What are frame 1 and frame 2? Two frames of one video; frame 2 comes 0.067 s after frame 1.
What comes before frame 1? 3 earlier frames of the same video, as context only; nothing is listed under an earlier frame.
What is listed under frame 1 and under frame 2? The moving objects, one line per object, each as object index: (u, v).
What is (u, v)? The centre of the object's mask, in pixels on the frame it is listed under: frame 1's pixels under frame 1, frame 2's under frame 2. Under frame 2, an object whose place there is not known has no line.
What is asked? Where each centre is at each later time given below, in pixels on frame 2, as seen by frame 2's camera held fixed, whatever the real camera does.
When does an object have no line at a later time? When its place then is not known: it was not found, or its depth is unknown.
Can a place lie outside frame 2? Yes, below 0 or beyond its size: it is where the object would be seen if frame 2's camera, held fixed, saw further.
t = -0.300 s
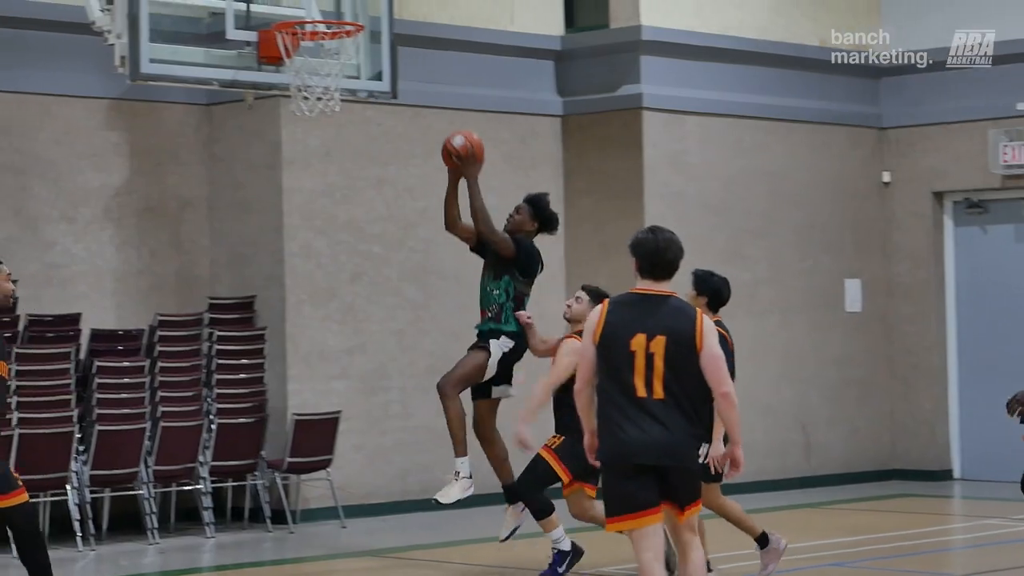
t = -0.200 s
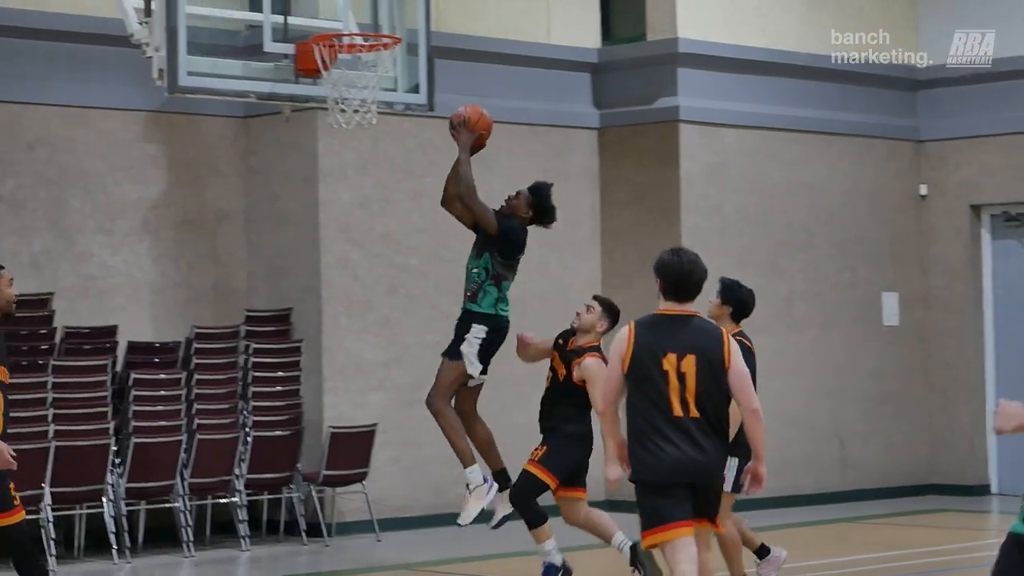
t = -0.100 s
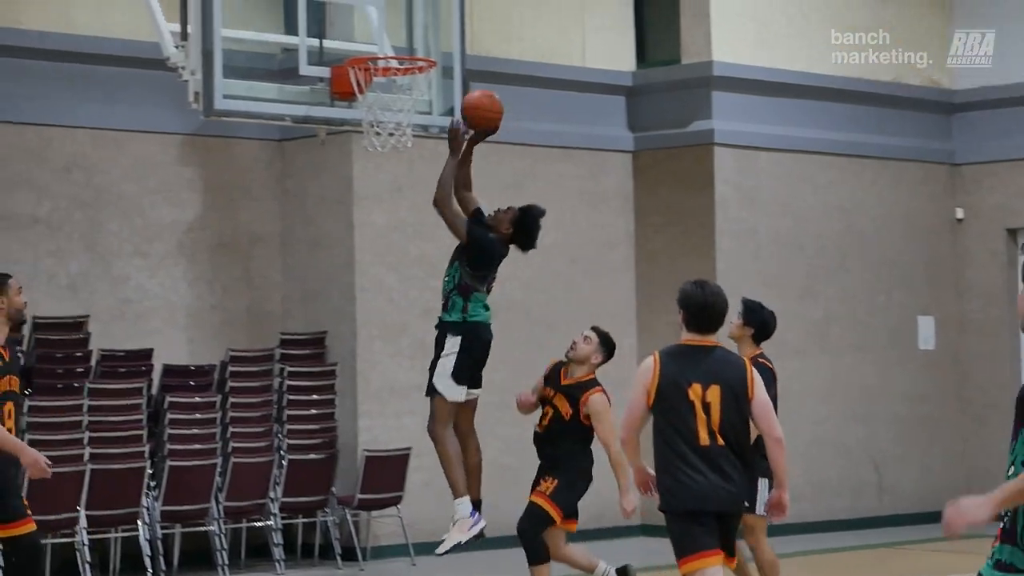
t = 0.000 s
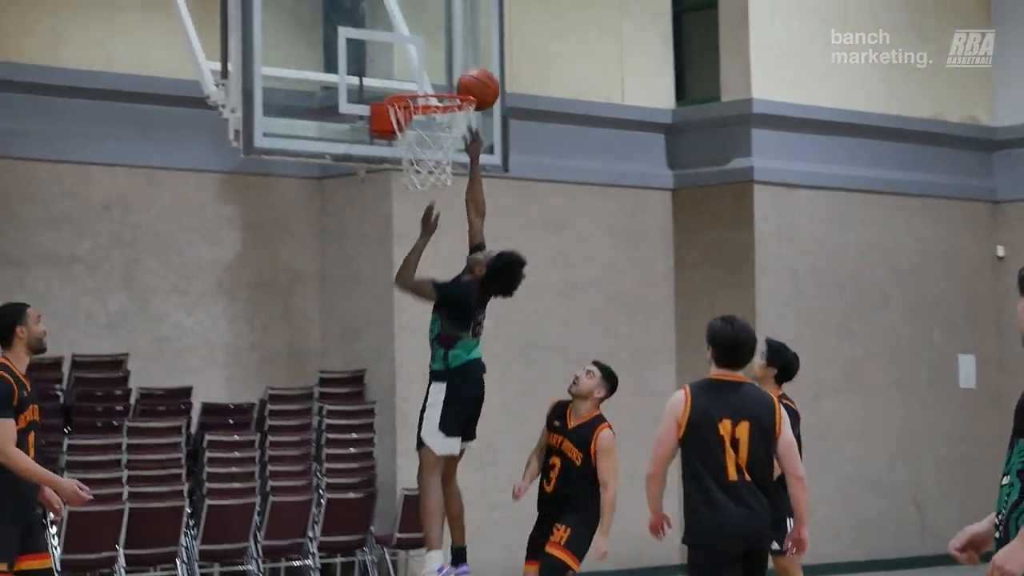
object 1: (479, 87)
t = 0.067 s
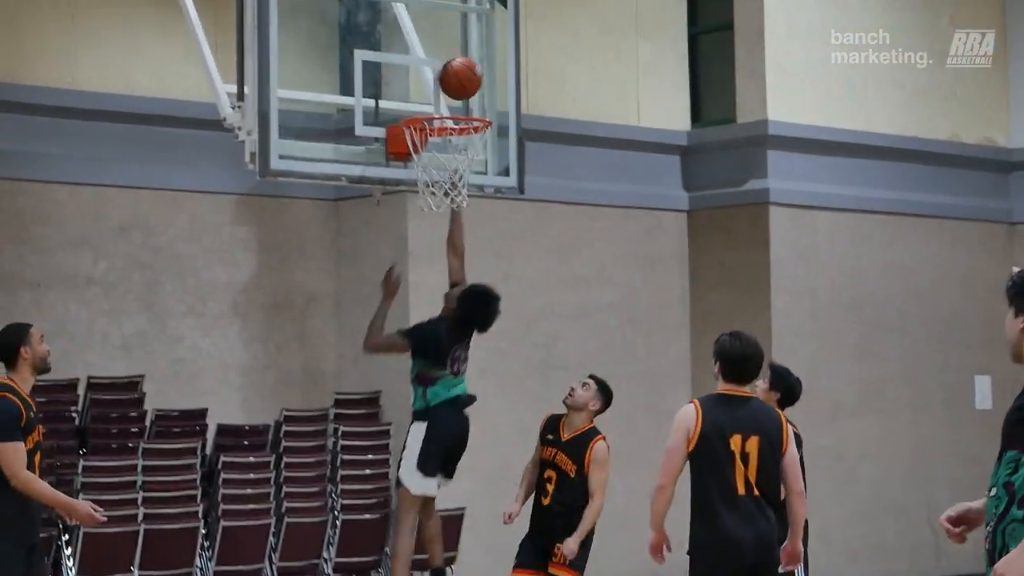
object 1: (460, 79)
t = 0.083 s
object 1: (456, 74)
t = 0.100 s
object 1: (456, 70)
